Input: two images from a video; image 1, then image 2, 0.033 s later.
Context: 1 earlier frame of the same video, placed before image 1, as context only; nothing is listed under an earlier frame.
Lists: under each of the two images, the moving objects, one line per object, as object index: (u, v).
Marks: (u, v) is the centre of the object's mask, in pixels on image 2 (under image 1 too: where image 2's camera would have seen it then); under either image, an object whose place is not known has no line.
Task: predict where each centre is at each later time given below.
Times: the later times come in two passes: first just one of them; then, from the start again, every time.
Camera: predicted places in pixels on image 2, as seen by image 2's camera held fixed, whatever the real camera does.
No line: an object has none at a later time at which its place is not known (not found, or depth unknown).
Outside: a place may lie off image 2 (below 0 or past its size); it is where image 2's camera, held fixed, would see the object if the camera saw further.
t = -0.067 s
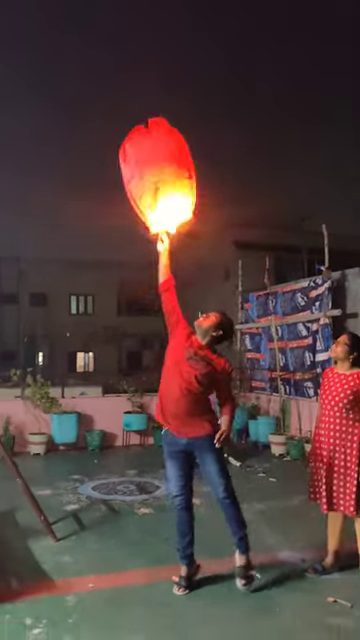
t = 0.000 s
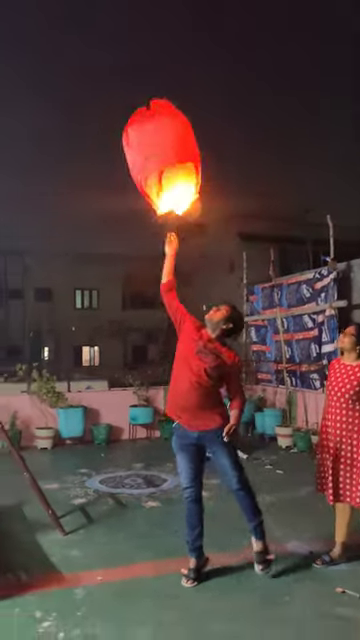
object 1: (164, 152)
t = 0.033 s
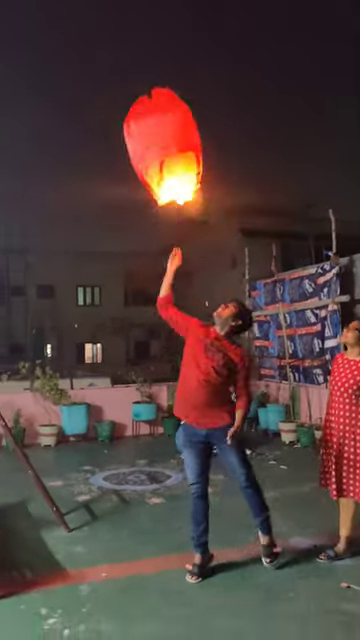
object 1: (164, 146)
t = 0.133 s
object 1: (165, 134)
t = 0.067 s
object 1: (164, 143)
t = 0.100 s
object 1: (165, 136)
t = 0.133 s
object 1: (165, 134)
